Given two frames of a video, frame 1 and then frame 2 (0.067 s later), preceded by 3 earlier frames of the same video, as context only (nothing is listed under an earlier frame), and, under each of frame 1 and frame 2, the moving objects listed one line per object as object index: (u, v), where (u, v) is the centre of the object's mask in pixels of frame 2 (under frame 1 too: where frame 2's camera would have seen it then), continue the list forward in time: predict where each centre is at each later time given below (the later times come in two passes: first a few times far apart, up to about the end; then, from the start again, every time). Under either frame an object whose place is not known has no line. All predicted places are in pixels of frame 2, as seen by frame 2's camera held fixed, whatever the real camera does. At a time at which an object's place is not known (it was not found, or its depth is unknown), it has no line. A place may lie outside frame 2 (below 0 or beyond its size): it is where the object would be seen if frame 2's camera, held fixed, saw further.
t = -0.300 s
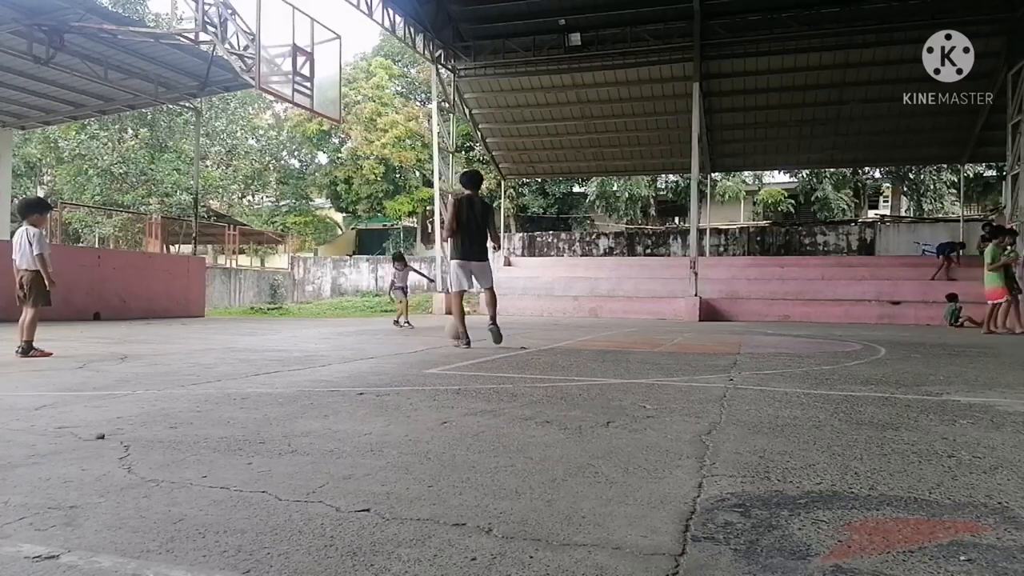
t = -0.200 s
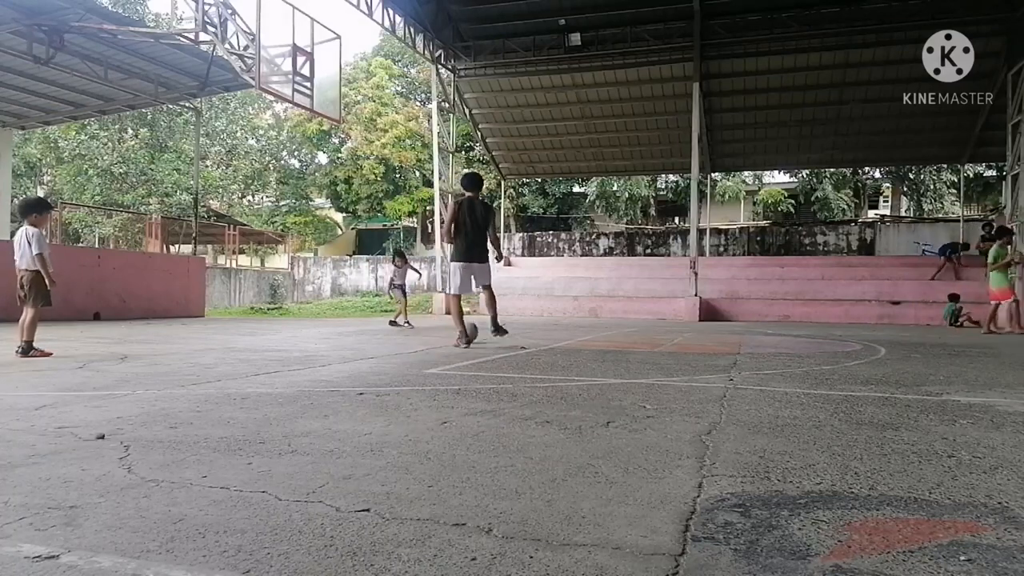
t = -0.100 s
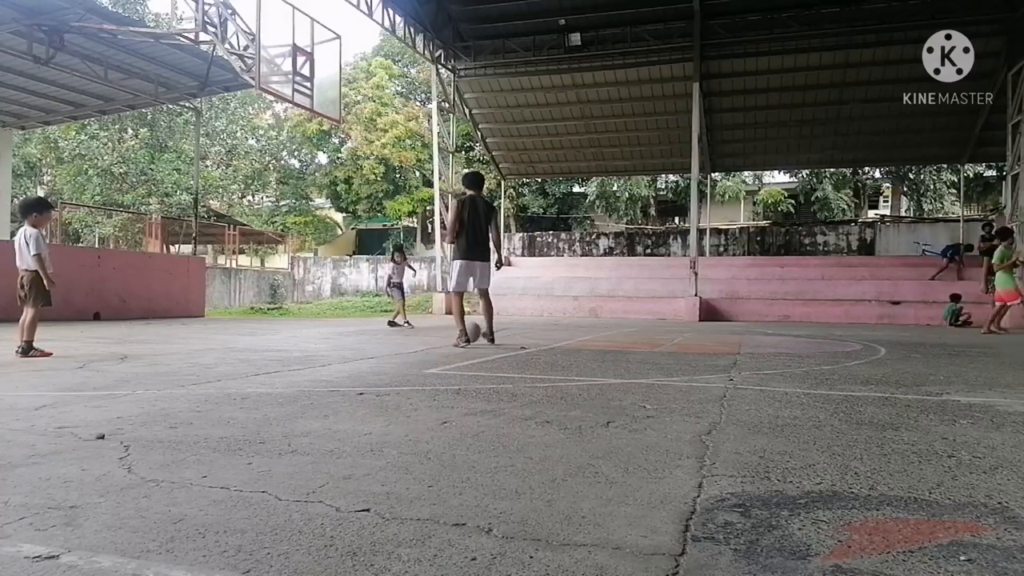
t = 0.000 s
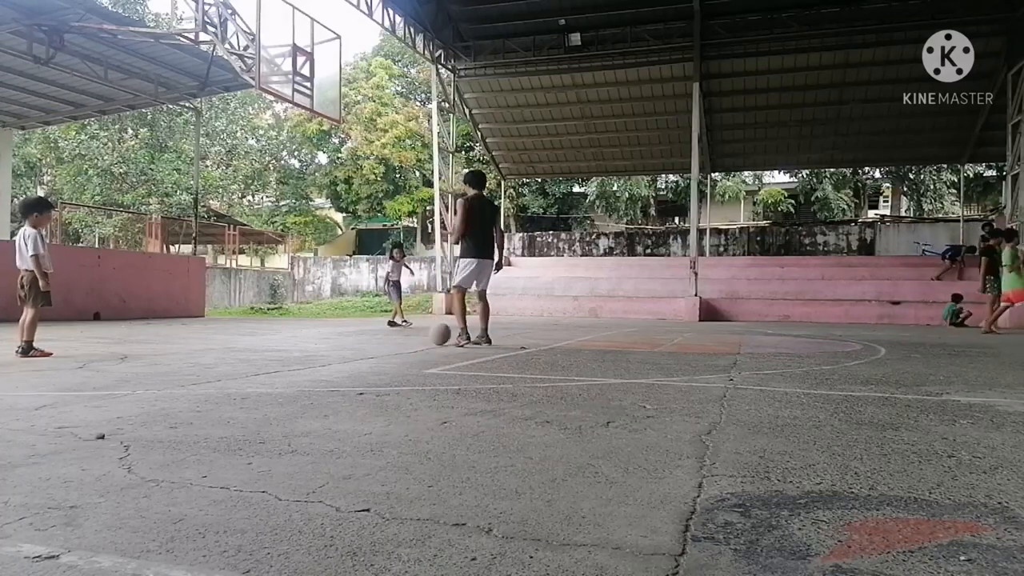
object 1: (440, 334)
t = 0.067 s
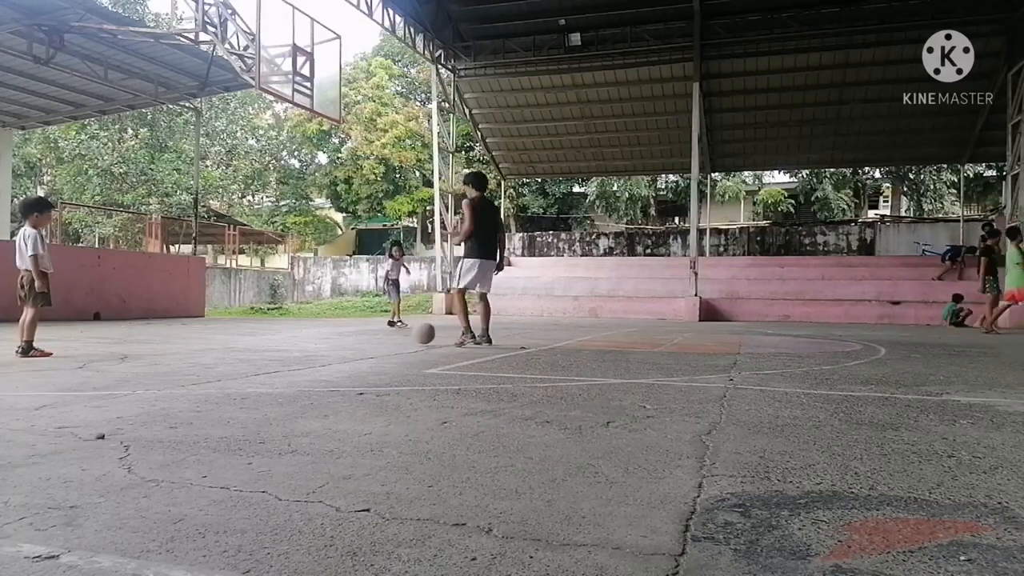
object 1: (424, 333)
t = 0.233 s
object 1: (390, 334)
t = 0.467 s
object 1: (343, 335)
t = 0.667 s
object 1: (300, 338)
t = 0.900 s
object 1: (246, 338)
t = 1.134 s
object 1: (189, 339)
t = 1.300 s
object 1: (145, 339)
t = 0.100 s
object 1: (416, 335)
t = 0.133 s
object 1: (410, 334)
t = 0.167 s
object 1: (403, 333)
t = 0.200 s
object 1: (396, 333)
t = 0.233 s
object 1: (390, 334)
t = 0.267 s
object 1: (384, 336)
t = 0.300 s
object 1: (377, 334)
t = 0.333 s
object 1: (371, 335)
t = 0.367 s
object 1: (364, 336)
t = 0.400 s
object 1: (357, 337)
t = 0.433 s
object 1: (350, 335)
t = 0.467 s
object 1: (343, 335)
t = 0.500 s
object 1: (336, 336)
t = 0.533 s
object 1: (329, 337)
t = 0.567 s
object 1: (321, 338)
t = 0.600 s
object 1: (314, 336)
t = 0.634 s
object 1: (307, 337)
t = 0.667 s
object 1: (300, 338)
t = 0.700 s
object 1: (292, 339)
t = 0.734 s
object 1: (285, 337)
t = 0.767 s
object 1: (277, 336)
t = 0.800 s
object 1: (269, 337)
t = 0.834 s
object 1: (261, 339)
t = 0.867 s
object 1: (254, 341)
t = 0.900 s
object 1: (246, 338)
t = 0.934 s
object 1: (238, 338)
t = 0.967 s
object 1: (230, 338)
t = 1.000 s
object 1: (222, 340)
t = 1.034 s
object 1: (214, 341)
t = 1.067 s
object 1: (206, 339)
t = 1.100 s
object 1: (197, 339)
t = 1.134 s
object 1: (189, 339)
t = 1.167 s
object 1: (180, 341)
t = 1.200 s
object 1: (172, 344)
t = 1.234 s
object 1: (163, 340)
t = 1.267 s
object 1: (154, 340)
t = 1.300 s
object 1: (145, 339)
